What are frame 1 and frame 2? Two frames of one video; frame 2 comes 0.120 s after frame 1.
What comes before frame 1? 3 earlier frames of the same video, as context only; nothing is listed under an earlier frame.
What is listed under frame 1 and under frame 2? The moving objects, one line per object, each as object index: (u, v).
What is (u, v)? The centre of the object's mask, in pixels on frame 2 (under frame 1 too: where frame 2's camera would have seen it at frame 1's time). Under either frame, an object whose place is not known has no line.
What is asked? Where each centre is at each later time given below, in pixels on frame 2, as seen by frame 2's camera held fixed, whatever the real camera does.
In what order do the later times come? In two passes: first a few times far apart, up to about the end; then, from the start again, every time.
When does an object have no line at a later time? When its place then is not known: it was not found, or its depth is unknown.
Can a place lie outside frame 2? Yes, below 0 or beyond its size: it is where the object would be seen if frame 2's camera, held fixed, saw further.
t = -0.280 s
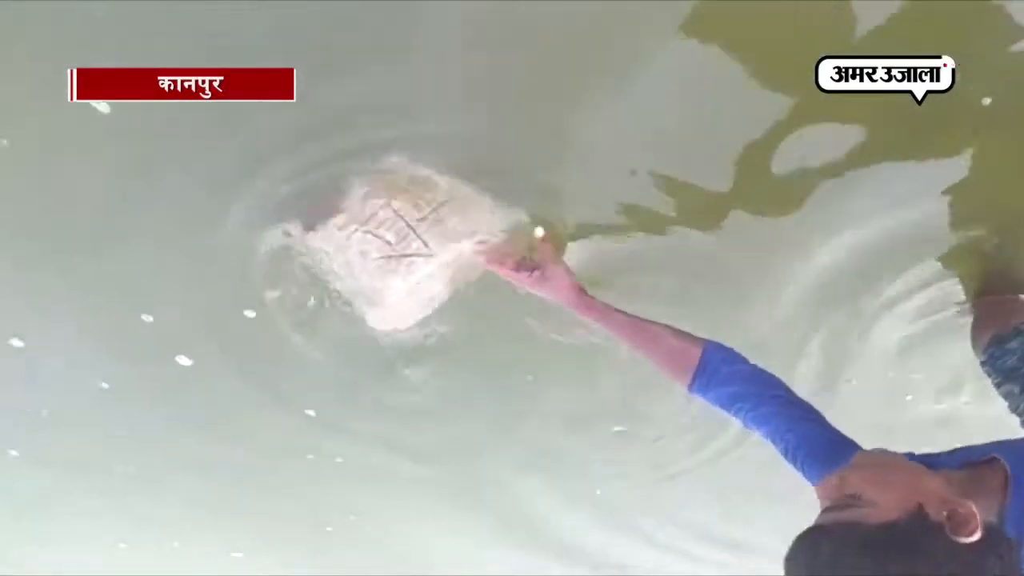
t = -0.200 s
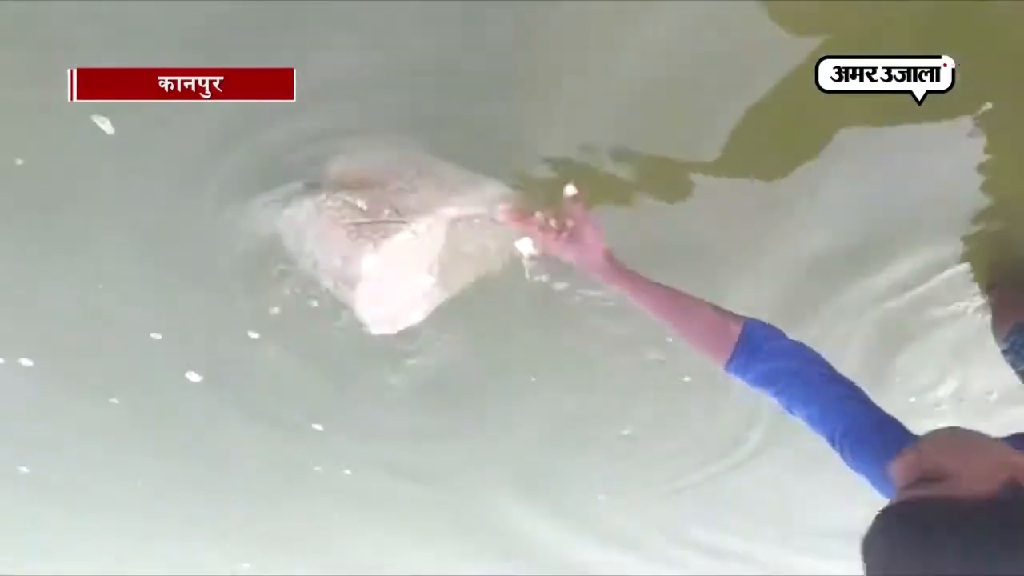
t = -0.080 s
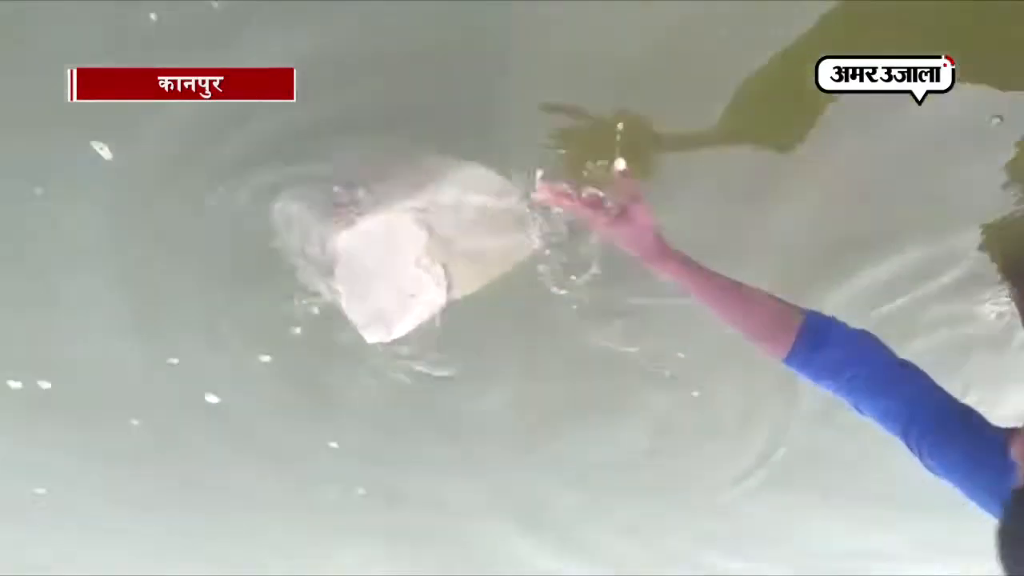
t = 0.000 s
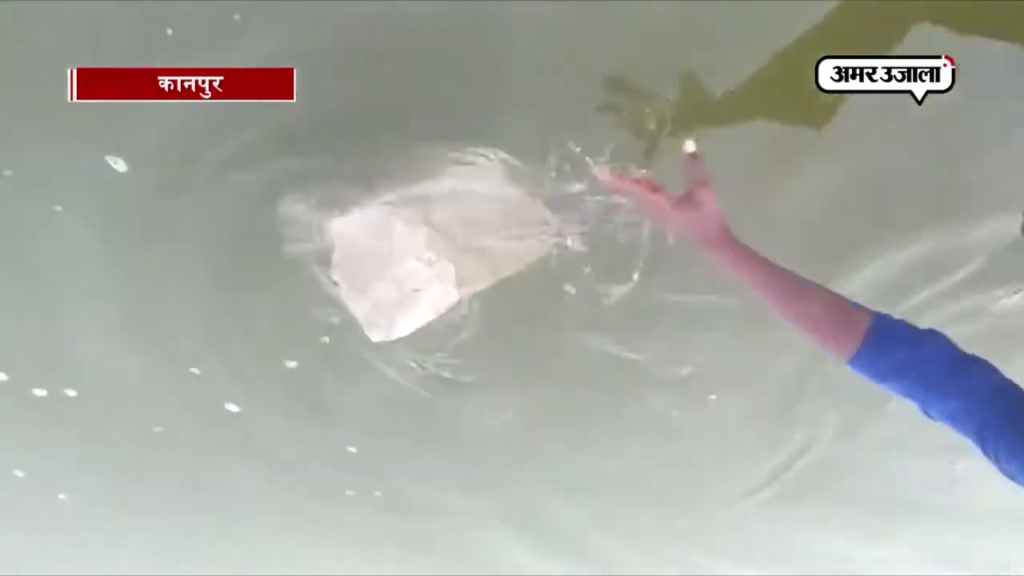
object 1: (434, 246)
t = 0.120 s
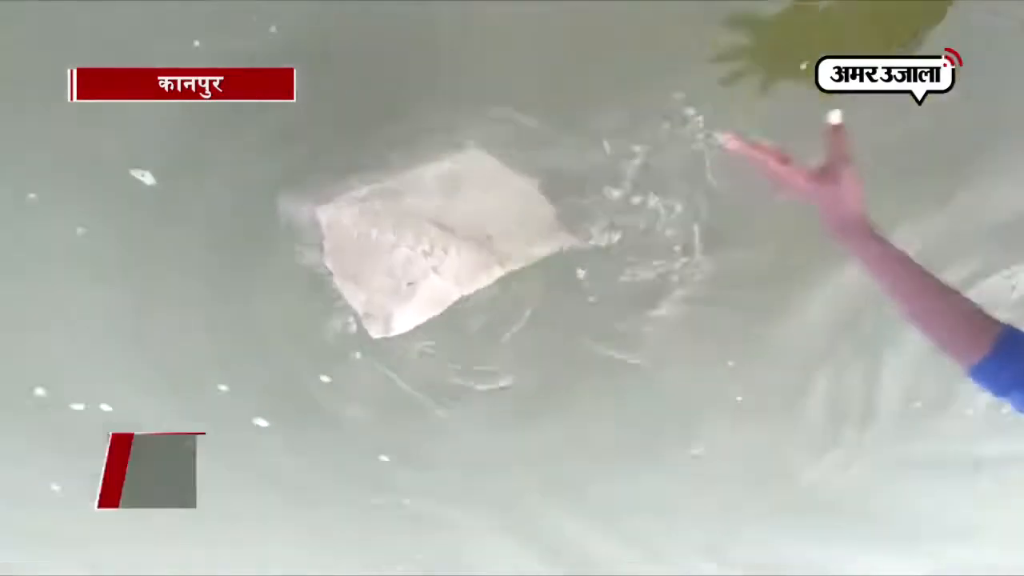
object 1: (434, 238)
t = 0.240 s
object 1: (436, 230)
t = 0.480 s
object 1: (456, 222)
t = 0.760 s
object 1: (500, 220)
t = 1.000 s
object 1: (515, 231)
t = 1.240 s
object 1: (518, 233)
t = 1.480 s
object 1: (498, 235)
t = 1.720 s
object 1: (458, 228)
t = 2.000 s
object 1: (464, 229)
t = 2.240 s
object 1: (496, 225)
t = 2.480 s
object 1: (503, 221)
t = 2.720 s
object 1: (495, 202)
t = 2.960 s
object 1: (509, 208)
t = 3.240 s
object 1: (512, 238)
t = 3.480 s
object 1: (502, 228)
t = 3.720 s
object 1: (499, 200)
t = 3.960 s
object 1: (529, 201)
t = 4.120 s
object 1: (542, 214)
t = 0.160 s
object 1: (433, 235)
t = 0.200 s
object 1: (435, 232)
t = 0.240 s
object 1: (436, 230)
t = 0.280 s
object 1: (434, 228)
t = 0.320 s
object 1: (432, 226)
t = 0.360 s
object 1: (438, 224)
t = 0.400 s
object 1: (446, 221)
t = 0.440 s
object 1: (450, 221)
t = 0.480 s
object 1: (456, 222)
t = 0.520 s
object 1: (465, 224)
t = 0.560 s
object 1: (474, 225)
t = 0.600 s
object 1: (481, 222)
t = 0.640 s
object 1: (491, 224)
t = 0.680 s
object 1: (501, 228)
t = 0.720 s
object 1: (500, 223)
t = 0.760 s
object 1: (500, 220)
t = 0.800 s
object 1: (500, 220)
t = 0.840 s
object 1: (504, 220)
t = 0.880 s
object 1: (506, 222)
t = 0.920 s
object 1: (512, 227)
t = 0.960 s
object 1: (509, 234)
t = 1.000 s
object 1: (515, 231)
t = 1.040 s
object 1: (524, 237)
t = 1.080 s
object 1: (514, 238)
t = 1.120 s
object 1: (512, 230)
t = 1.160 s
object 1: (518, 232)
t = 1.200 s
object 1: (515, 236)
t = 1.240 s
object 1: (518, 233)
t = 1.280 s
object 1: (520, 233)
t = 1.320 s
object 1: (516, 233)
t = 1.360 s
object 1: (510, 236)
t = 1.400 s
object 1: (506, 233)
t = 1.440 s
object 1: (505, 232)
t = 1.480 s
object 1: (498, 235)
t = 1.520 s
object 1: (485, 232)
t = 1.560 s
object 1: (474, 228)
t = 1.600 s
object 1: (469, 231)
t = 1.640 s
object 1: (470, 240)
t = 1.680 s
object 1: (458, 233)
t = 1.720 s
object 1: (458, 228)
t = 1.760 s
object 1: (461, 234)
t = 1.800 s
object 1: (455, 238)
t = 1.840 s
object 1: (450, 239)
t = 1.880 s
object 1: (452, 232)
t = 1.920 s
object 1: (456, 238)
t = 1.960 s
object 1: (458, 239)
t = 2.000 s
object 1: (464, 229)
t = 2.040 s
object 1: (471, 231)
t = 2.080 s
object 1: (477, 231)
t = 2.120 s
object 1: (487, 229)
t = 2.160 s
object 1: (488, 231)
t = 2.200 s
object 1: (495, 228)
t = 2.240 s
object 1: (496, 225)
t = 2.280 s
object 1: (498, 221)
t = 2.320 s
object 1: (505, 221)
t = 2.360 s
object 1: (503, 218)
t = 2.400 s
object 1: (497, 219)
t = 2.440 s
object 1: (499, 221)
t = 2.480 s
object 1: (503, 221)
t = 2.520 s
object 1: (499, 219)
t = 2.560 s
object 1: (499, 211)
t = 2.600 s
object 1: (501, 212)
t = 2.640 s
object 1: (497, 209)
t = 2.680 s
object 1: (496, 205)
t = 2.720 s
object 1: (495, 202)
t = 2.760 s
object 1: (494, 196)
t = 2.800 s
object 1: (494, 194)
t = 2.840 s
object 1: (496, 196)
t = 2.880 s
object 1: (503, 198)
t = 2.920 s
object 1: (503, 201)
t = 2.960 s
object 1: (509, 208)
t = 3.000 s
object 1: (515, 213)
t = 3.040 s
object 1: (512, 211)
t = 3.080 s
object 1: (510, 221)
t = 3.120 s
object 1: (510, 232)
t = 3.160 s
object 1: (512, 234)
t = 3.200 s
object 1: (514, 232)
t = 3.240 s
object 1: (512, 238)
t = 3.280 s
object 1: (514, 245)
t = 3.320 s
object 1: (508, 241)
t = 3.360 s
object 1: (506, 243)
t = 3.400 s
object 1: (507, 234)
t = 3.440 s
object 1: (500, 232)
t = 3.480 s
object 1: (502, 228)
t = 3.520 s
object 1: (504, 221)
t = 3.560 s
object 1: (502, 209)
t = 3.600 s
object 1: (501, 209)
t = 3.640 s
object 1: (505, 207)
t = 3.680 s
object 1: (504, 204)
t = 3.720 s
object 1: (499, 200)
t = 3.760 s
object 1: (501, 195)
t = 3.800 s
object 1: (507, 194)
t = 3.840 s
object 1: (516, 199)
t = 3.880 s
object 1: (518, 197)
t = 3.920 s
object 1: (519, 197)
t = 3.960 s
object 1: (529, 201)
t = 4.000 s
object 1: (535, 204)
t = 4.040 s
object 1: (534, 212)
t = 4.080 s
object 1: (537, 218)
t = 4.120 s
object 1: (542, 214)
